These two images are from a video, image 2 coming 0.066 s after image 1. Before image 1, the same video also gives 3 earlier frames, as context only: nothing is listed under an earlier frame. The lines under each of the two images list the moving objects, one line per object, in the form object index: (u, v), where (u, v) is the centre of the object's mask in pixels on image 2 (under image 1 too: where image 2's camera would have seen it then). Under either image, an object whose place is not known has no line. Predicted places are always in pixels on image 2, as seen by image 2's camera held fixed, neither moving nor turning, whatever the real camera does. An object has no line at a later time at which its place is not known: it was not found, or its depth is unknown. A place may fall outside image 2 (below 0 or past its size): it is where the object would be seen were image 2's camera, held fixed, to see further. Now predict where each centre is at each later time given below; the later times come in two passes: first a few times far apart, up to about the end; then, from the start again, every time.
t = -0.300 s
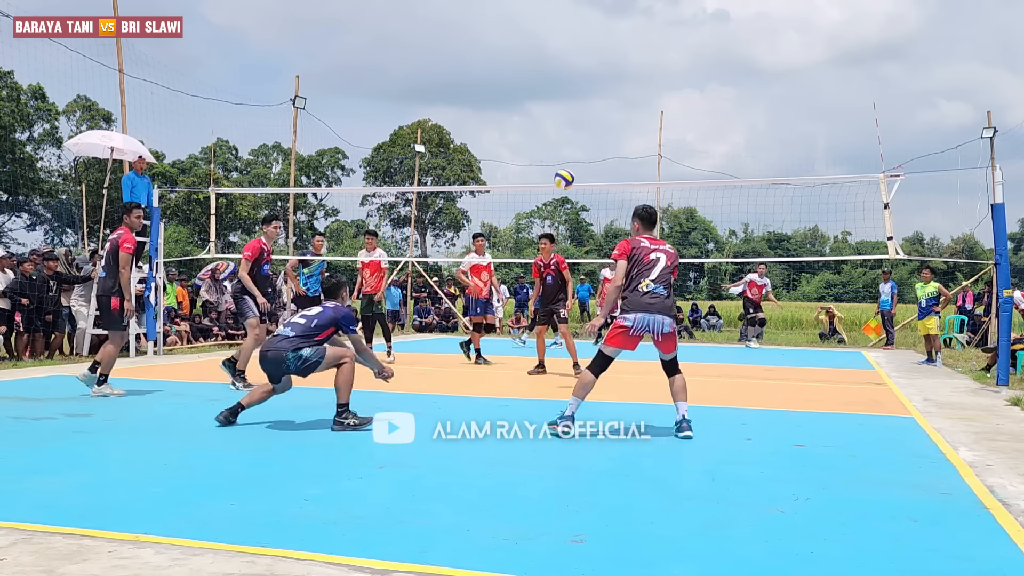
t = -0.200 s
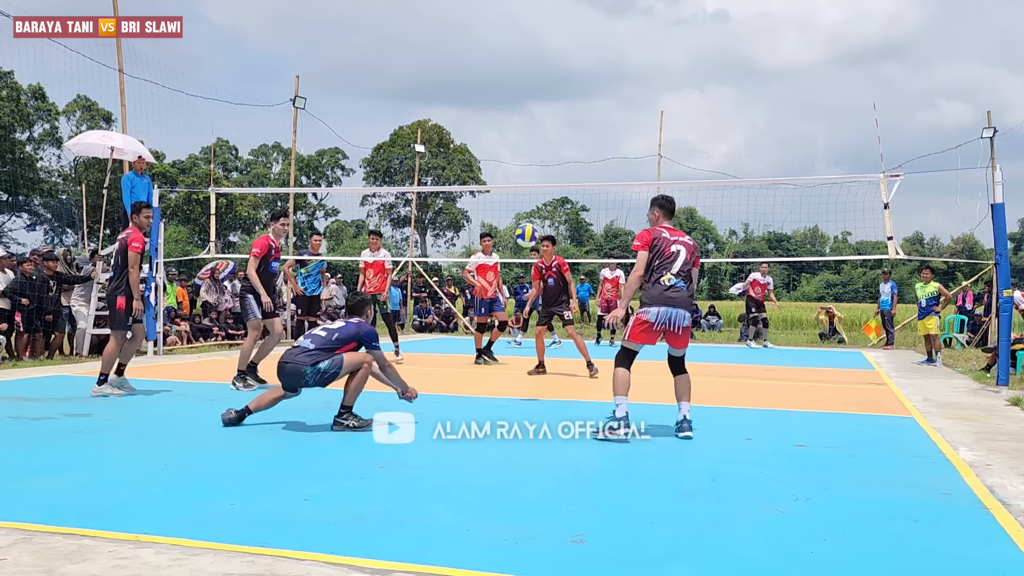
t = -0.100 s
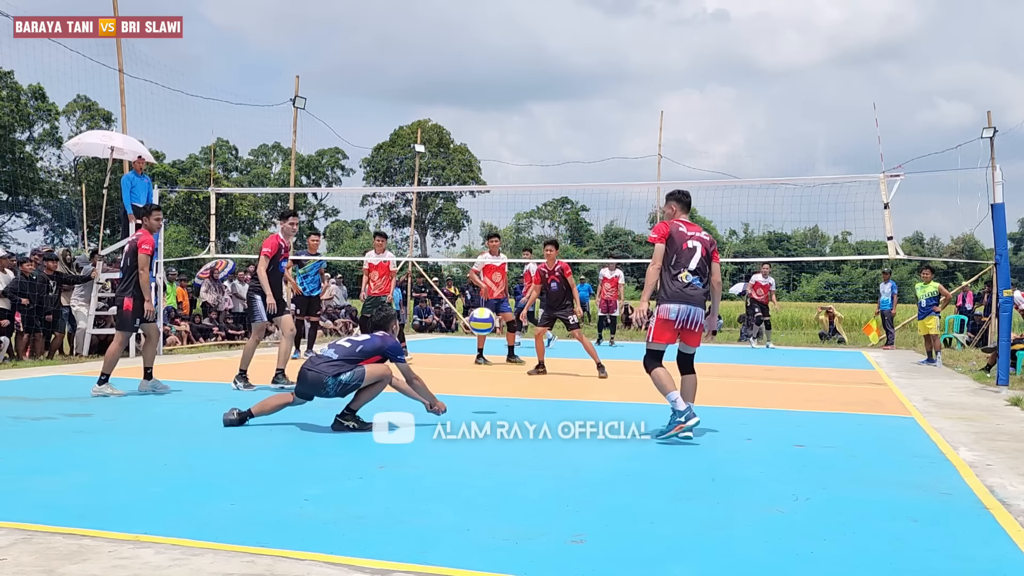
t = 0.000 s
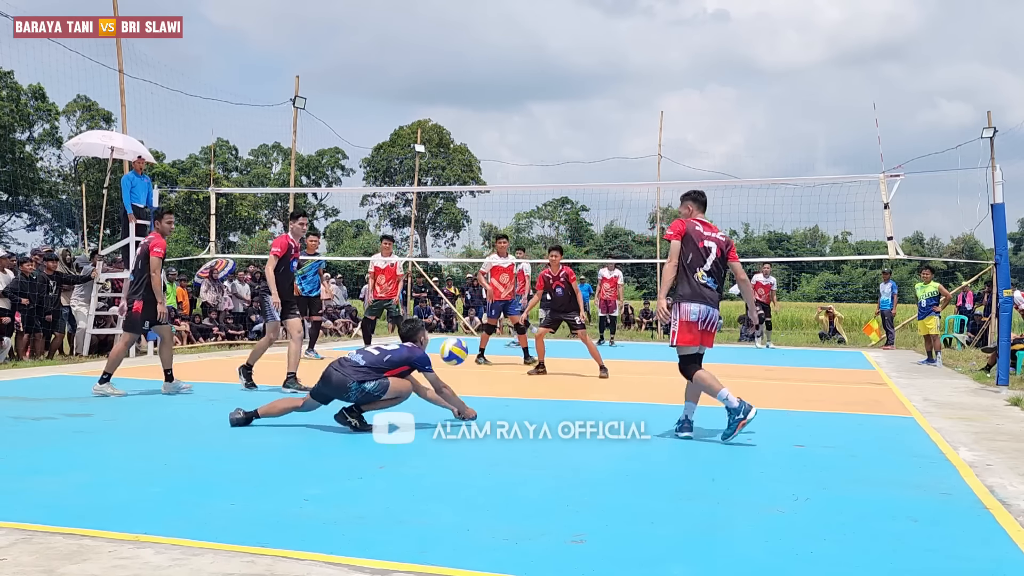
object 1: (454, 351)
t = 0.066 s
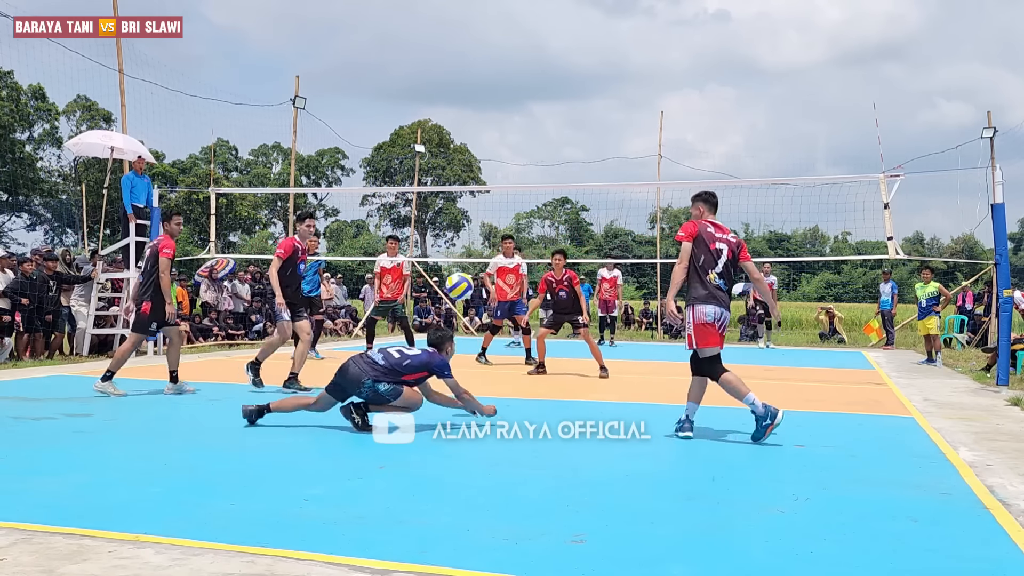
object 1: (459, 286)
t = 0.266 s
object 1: (472, 144)
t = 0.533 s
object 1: (482, 52)
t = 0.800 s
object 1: (491, 45)
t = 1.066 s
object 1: (500, 105)
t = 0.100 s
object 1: (462, 257)
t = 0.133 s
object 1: (464, 229)
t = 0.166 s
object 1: (466, 205)
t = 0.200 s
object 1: (468, 183)
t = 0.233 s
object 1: (470, 162)
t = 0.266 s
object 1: (472, 144)
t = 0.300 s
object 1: (473, 126)
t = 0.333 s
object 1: (474, 111)
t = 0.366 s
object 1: (476, 97)
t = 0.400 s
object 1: (477, 85)
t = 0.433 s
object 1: (478, 75)
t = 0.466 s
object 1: (480, 66)
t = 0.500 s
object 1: (481, 58)
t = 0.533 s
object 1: (482, 52)
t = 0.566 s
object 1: (483, 46)
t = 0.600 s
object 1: (485, 43)
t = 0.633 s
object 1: (486, 41)
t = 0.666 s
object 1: (487, 39)
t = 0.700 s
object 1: (488, 39)
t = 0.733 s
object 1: (489, 40)
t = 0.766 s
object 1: (490, 42)
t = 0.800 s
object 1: (491, 45)
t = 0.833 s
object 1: (492, 49)
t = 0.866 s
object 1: (493, 55)
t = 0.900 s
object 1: (495, 61)
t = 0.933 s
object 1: (496, 68)
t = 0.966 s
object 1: (497, 76)
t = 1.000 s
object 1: (498, 85)
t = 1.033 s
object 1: (499, 94)
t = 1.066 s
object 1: (500, 105)
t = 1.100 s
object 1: (501, 116)
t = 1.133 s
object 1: (503, 129)
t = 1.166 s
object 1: (504, 142)
